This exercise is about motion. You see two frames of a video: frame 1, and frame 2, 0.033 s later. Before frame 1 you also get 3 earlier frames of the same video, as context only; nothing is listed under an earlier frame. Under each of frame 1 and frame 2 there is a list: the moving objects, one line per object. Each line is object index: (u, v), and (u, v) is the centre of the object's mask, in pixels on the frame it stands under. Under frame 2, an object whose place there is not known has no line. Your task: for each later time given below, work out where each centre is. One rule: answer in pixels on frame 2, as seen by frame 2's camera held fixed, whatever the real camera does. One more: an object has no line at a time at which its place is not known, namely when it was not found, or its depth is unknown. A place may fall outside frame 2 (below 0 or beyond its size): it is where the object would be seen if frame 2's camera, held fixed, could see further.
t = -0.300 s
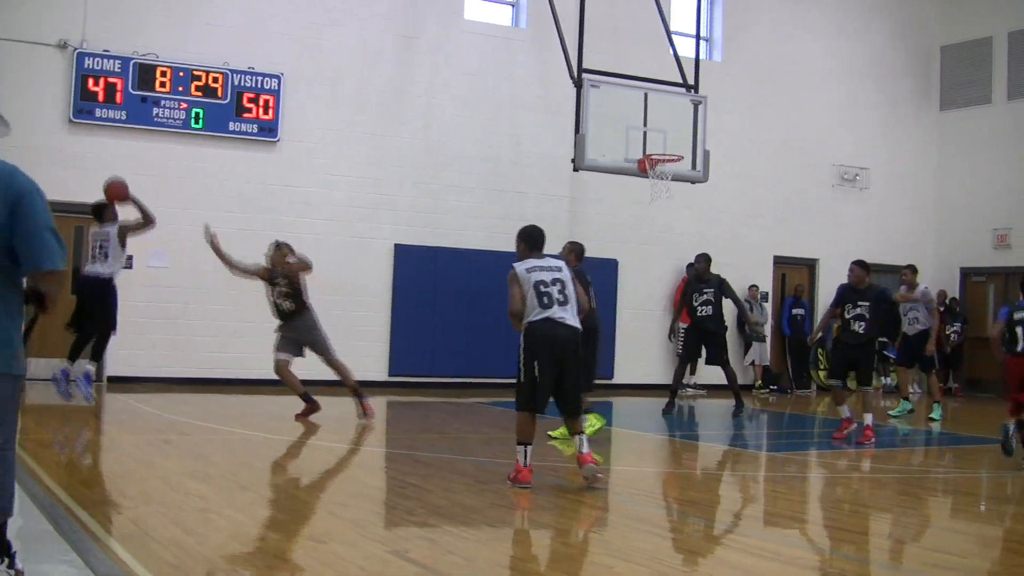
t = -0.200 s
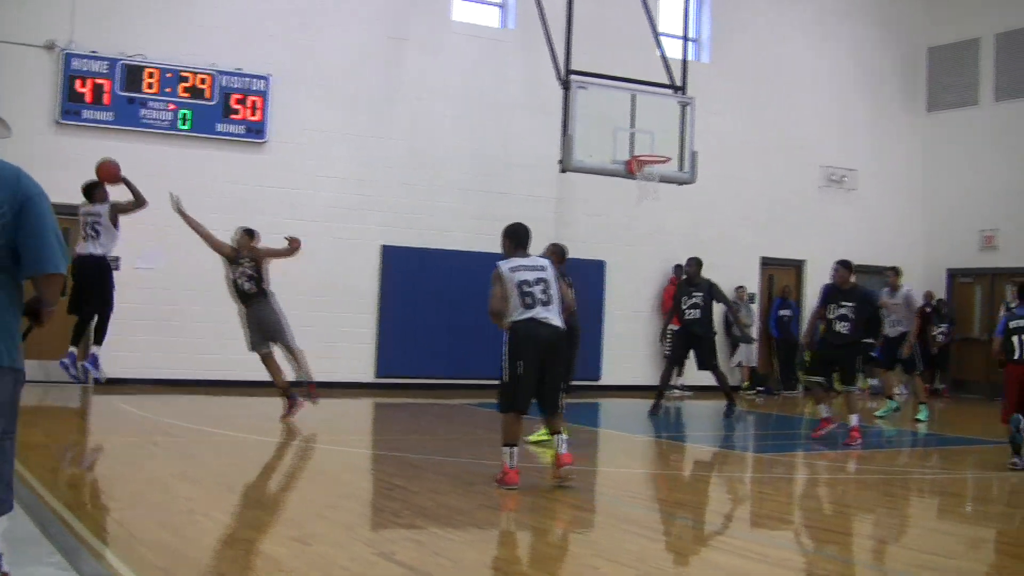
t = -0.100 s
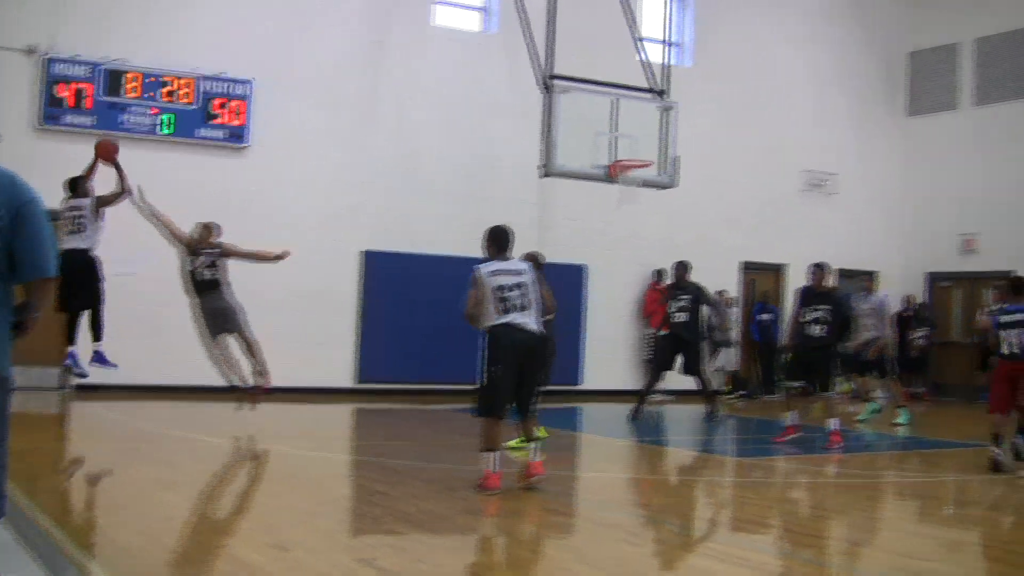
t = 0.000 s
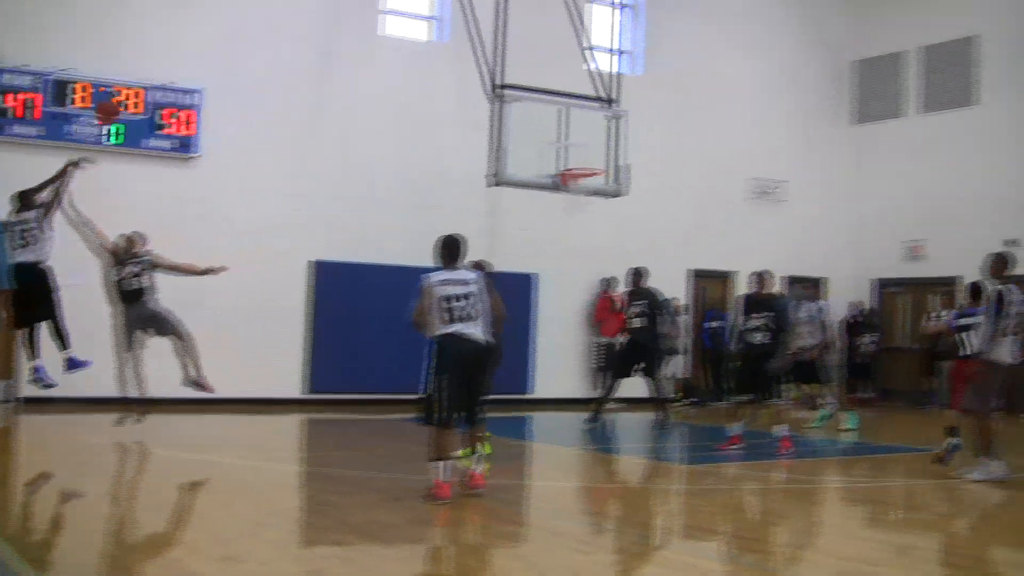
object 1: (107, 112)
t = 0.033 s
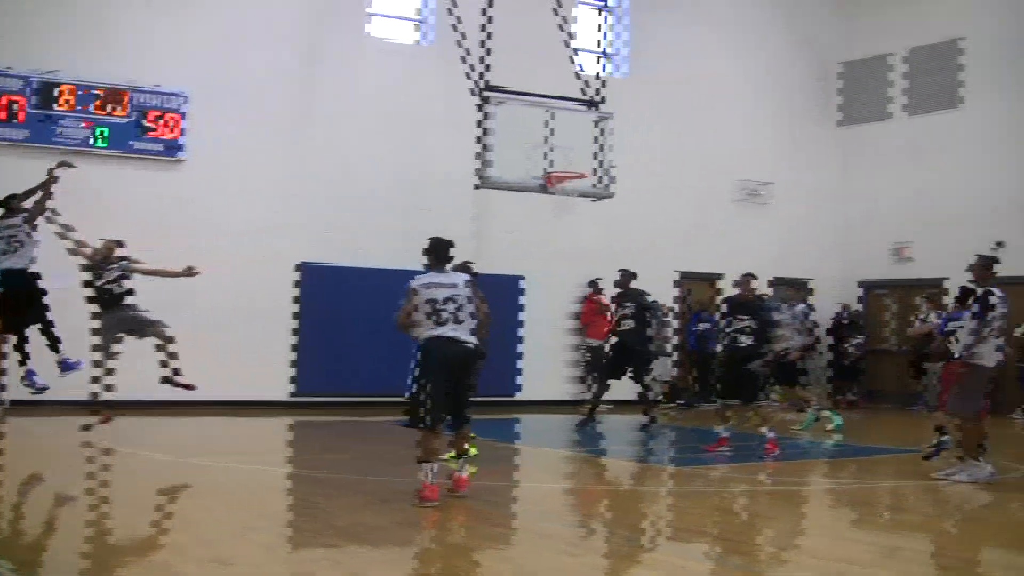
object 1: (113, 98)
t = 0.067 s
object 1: (135, 81)
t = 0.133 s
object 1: (176, 59)
